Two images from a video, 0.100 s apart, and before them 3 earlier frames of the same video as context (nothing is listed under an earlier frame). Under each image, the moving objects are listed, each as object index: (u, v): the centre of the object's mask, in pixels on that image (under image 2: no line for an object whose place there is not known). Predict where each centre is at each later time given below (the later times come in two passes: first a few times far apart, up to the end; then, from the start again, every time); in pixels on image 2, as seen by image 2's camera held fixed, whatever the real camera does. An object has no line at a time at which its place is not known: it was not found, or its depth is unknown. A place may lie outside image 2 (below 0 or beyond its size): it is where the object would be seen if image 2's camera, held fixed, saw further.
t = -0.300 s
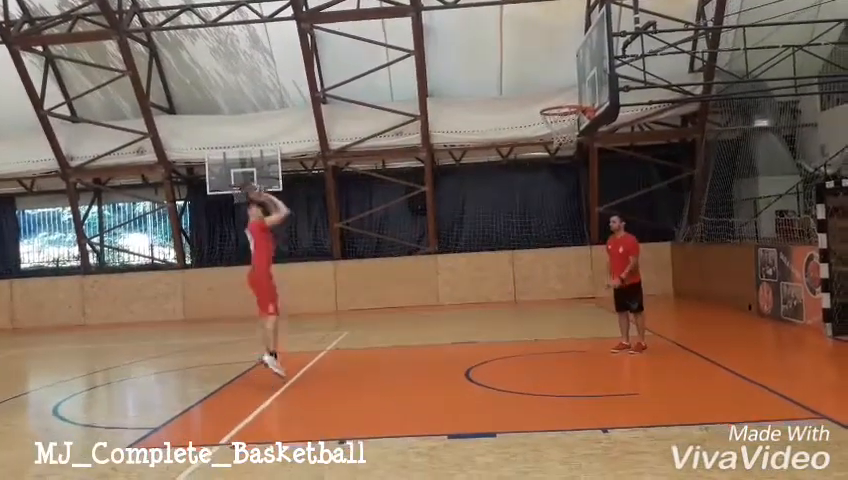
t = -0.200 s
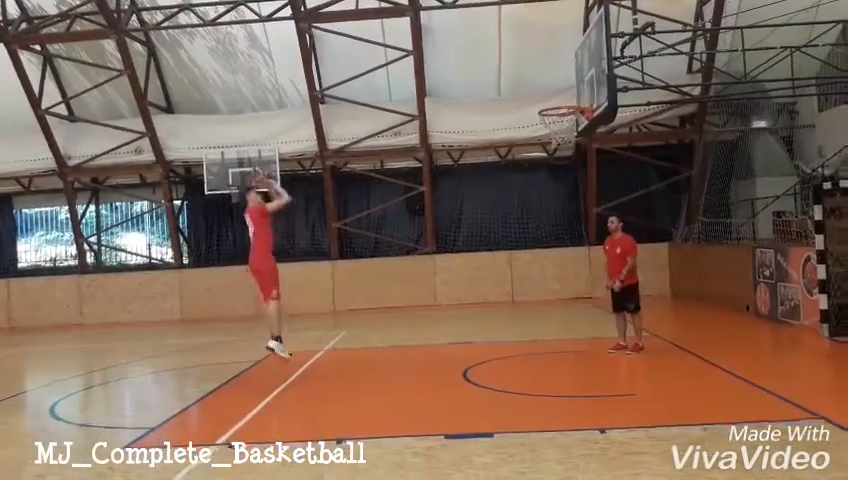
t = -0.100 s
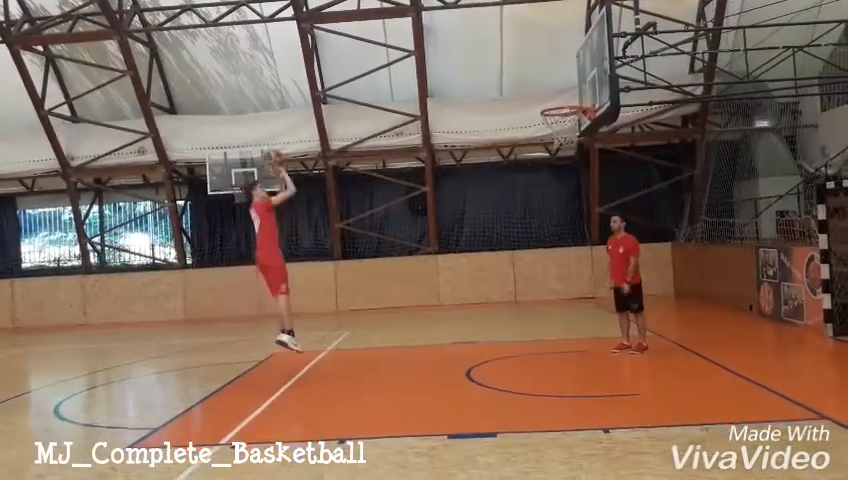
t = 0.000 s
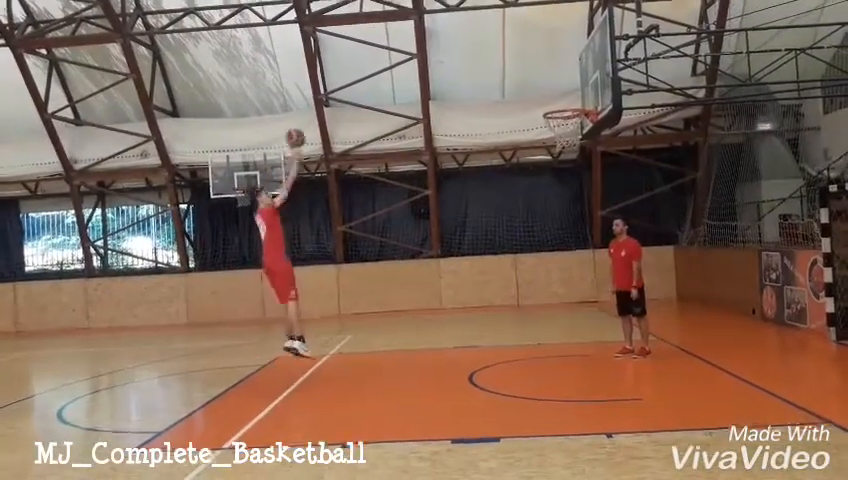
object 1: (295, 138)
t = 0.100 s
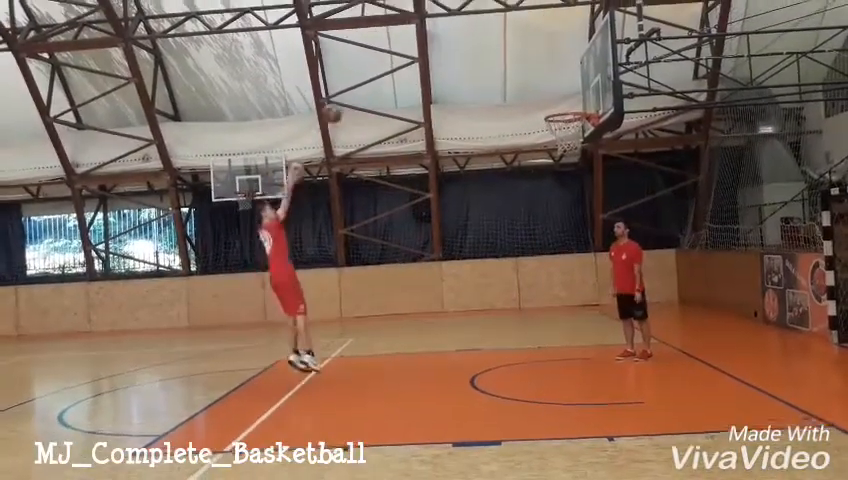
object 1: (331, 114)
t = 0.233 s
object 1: (378, 87)
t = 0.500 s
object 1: (475, 77)
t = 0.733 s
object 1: (564, 116)
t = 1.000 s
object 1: (587, 173)
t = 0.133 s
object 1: (343, 106)
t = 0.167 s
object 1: (356, 100)
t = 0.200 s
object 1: (367, 93)
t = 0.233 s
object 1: (378, 87)
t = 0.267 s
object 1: (391, 84)
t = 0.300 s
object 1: (403, 80)
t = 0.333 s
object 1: (413, 77)
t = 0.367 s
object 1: (427, 74)
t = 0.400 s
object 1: (439, 74)
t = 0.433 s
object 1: (450, 74)
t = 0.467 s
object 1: (462, 75)
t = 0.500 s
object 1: (475, 77)
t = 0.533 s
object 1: (487, 80)
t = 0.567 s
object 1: (500, 83)
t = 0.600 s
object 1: (513, 89)
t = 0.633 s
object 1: (526, 95)
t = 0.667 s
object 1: (538, 101)
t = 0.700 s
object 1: (551, 108)
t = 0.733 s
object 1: (564, 116)
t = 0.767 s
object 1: (577, 127)
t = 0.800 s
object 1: (585, 130)
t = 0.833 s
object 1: (585, 133)
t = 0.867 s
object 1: (586, 134)
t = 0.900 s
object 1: (587, 149)
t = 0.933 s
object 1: (586, 153)
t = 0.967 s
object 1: (587, 164)
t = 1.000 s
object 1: (587, 173)
